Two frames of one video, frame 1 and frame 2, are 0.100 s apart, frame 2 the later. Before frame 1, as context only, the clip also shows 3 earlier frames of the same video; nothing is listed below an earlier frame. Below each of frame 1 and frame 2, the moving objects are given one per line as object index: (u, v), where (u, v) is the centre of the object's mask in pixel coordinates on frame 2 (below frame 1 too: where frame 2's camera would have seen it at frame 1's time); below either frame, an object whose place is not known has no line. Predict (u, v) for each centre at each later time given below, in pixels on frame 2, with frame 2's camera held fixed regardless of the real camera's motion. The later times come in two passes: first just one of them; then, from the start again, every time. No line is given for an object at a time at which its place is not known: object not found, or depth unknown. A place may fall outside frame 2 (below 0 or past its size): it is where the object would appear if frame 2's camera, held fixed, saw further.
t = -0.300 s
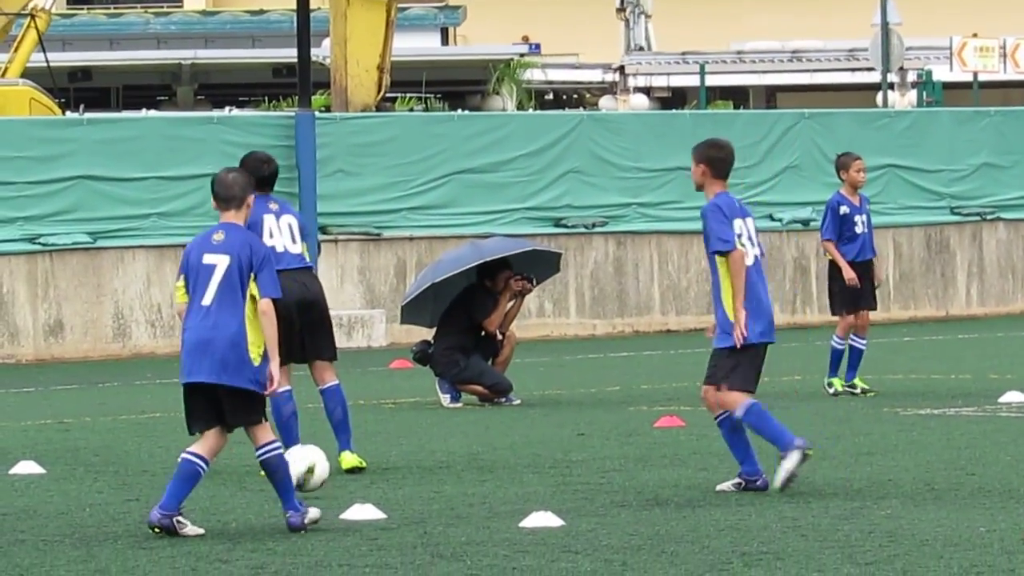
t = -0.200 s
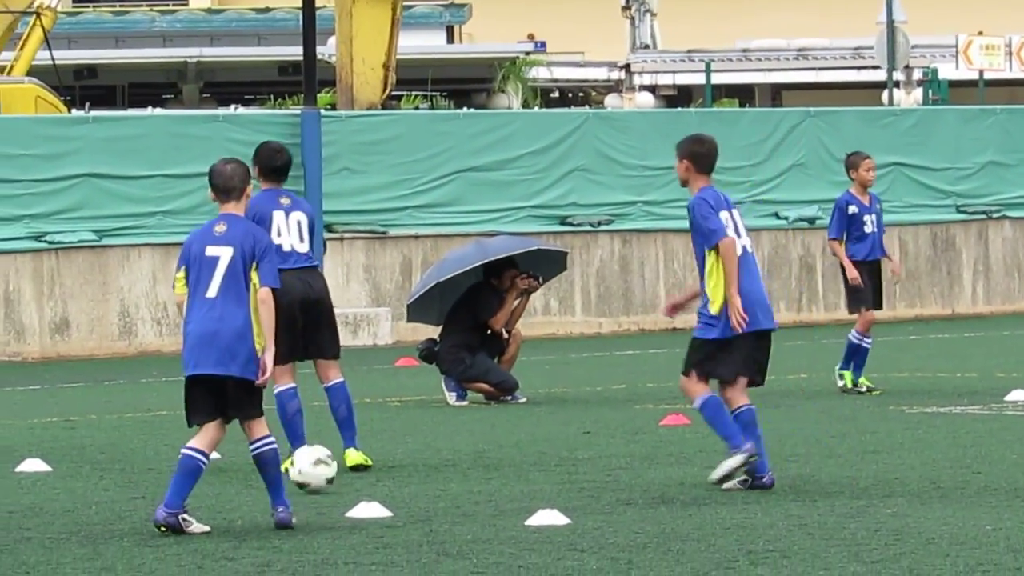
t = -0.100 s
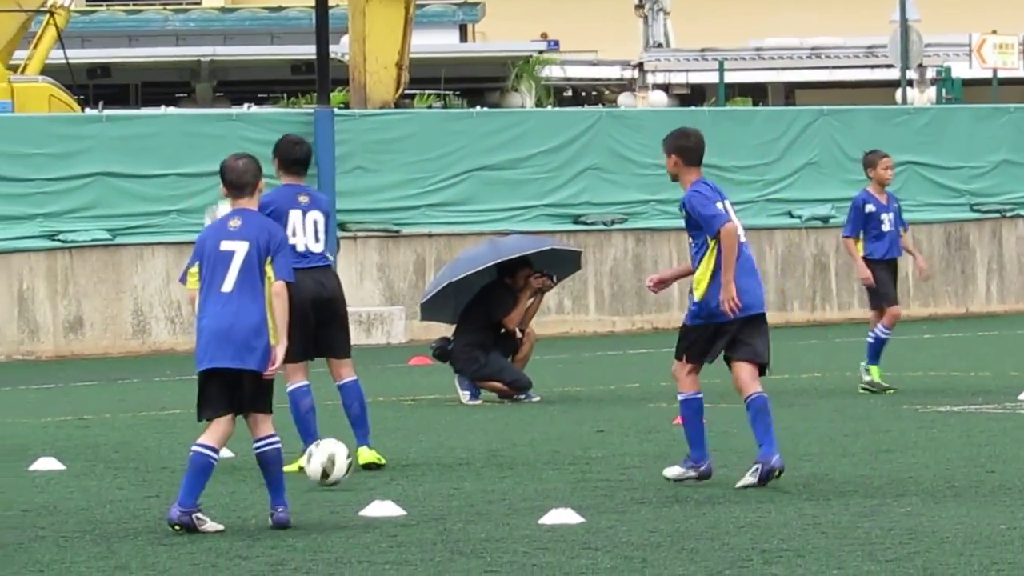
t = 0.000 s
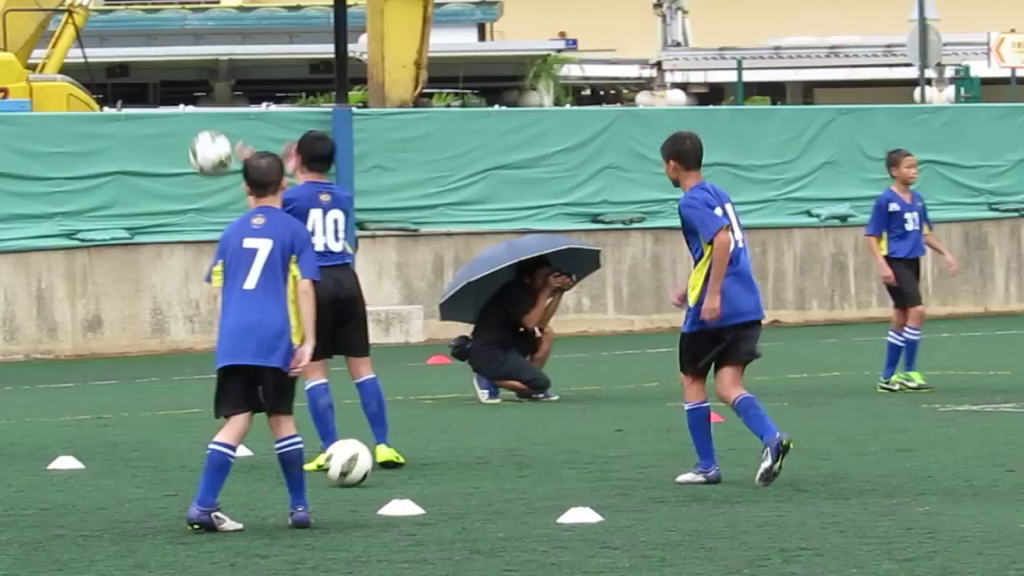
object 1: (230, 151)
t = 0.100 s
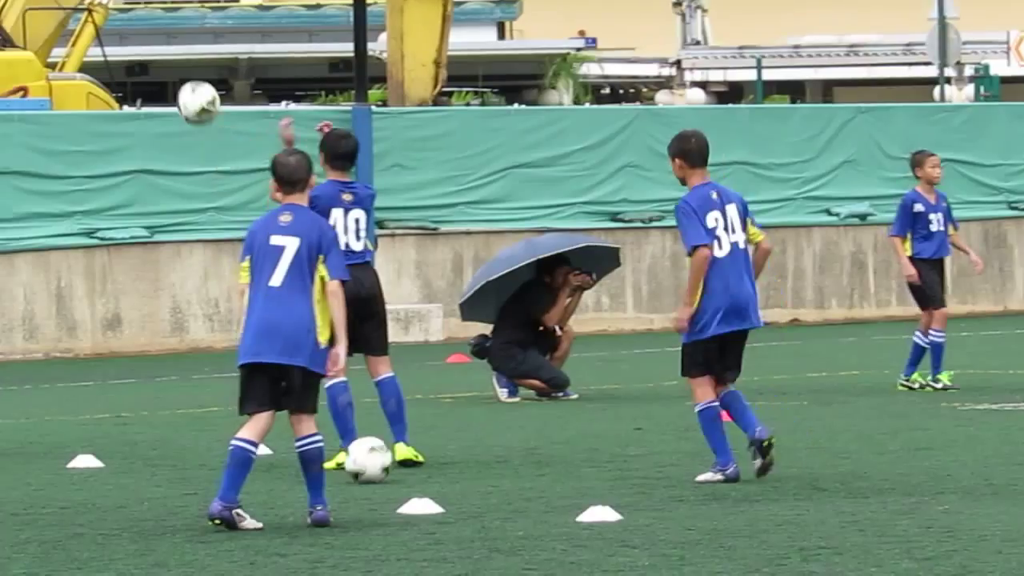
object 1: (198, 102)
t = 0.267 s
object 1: (146, 65)
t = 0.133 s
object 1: (188, 90)
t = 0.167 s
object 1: (177, 81)
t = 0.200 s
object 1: (167, 74)
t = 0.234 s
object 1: (156, 68)
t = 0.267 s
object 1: (146, 65)
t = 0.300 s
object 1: (135, 63)
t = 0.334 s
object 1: (125, 64)
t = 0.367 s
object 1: (116, 66)
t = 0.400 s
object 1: (107, 71)
